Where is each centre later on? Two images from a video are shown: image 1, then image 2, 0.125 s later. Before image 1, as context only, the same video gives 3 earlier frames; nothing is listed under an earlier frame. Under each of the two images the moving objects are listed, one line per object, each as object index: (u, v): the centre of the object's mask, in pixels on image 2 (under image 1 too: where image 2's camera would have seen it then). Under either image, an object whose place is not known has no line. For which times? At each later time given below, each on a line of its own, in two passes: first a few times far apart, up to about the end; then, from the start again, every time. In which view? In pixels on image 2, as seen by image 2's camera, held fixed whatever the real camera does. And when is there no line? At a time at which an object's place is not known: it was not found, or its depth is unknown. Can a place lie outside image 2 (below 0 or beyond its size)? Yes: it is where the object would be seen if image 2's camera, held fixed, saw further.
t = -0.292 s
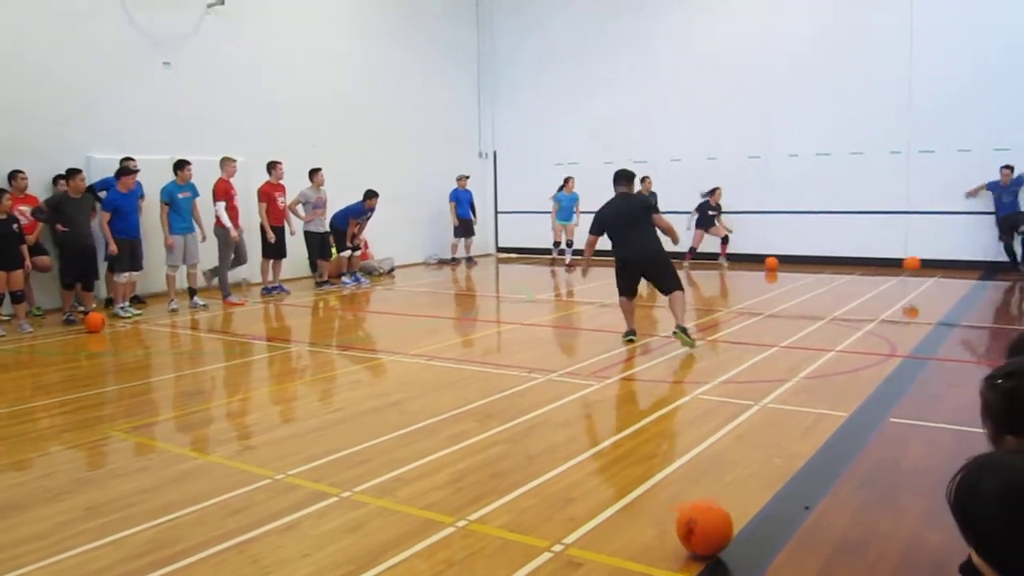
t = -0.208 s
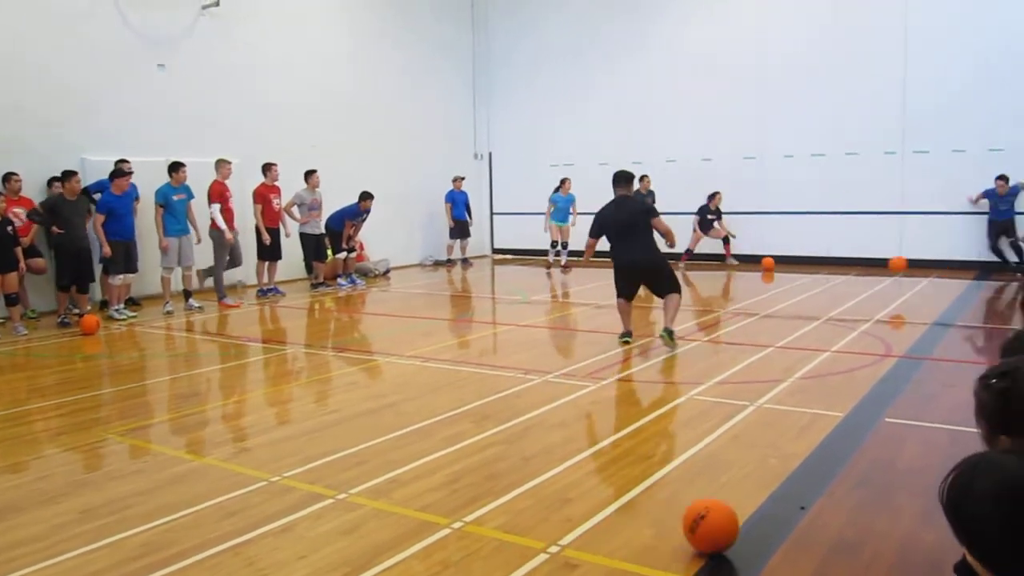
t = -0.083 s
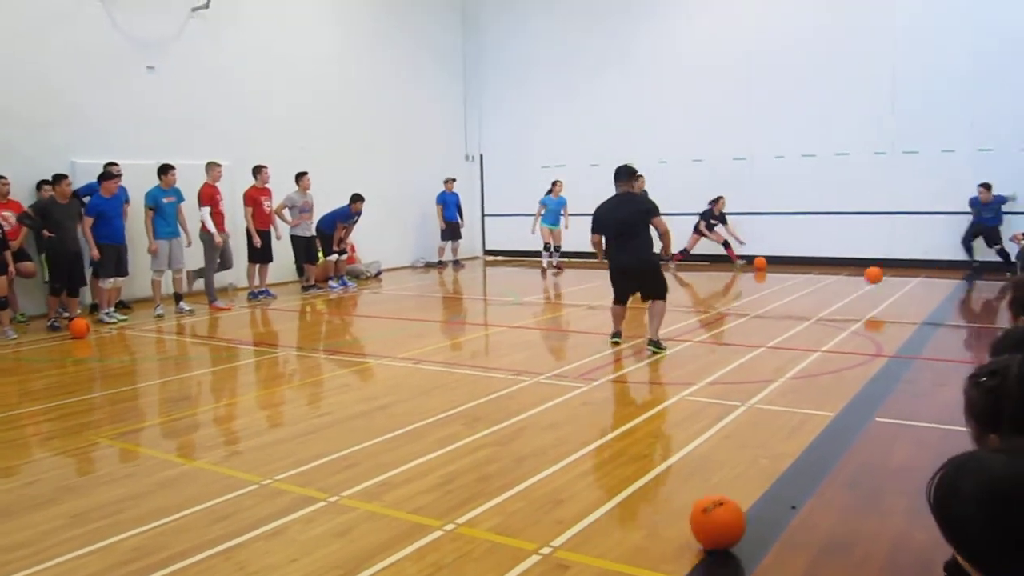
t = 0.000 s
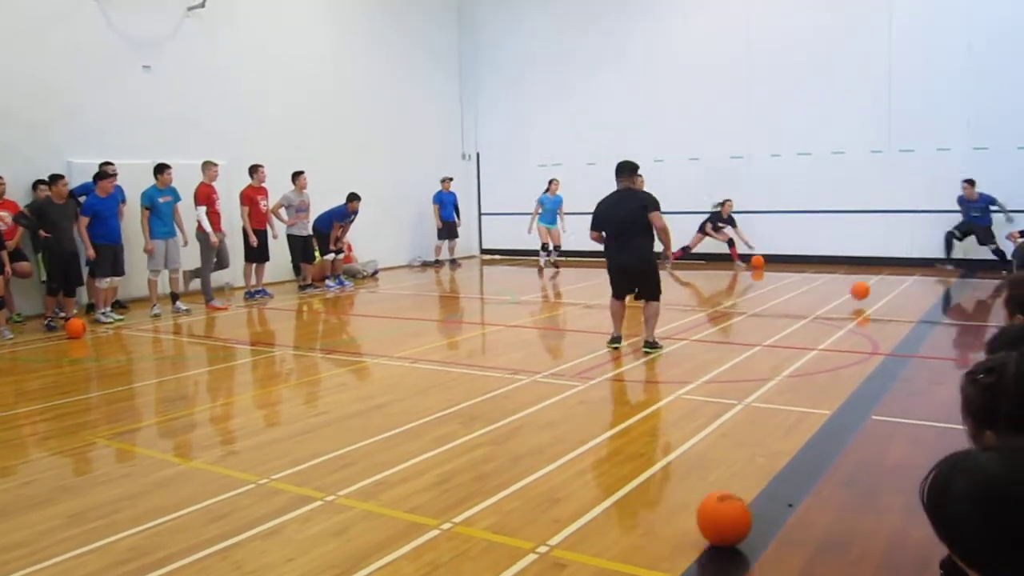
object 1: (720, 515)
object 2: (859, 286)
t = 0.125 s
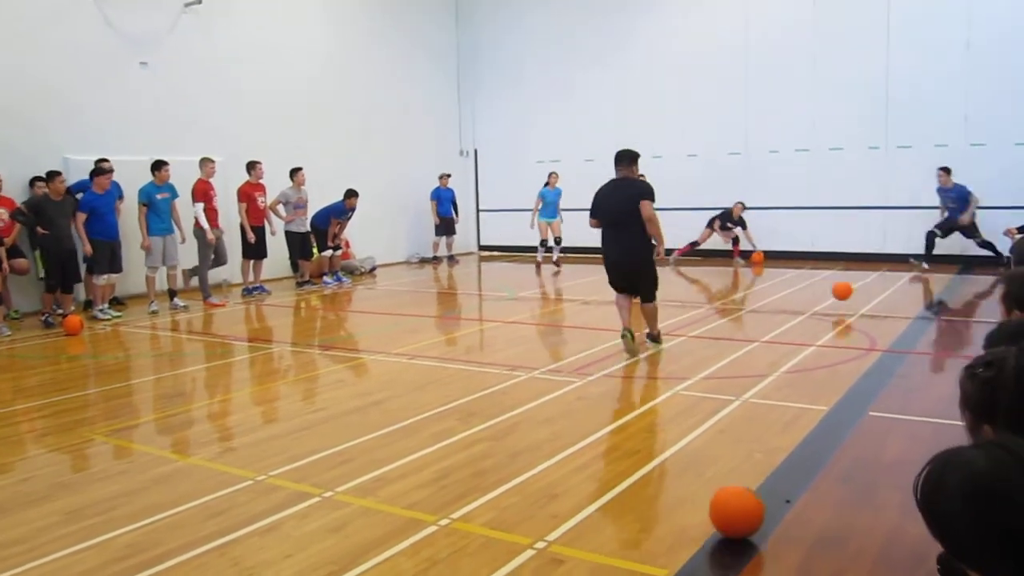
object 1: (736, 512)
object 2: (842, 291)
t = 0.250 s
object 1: (751, 508)
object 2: (824, 297)
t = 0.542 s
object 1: (782, 502)
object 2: (776, 328)
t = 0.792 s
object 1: (805, 497)
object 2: (720, 363)
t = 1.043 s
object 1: (828, 492)
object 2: (643, 409)
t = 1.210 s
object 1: (843, 490)
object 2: (575, 446)
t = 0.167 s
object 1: (744, 515)
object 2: (837, 291)
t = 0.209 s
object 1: (747, 510)
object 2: (830, 293)
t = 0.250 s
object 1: (751, 508)
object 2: (824, 297)
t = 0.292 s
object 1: (755, 507)
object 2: (817, 303)
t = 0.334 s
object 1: (760, 506)
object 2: (810, 313)
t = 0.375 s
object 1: (764, 505)
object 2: (803, 319)
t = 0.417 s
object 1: (769, 504)
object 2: (797, 318)
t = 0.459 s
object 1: (773, 504)
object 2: (791, 320)
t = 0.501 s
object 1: (777, 503)
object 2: (784, 323)
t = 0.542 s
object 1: (782, 502)
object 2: (776, 328)
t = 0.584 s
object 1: (786, 501)
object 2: (768, 336)
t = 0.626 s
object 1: (790, 500)
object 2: (758, 347)
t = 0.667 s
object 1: (793, 499)
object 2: (750, 348)
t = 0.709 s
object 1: (798, 499)
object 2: (741, 350)
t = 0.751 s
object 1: (802, 498)
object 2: (731, 355)
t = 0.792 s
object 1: (805, 497)
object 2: (720, 363)
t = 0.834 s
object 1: (809, 496)
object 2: (709, 374)
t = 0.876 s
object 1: (813, 496)
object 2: (698, 377)
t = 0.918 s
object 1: (817, 494)
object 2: (685, 381)
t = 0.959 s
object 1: (821, 494)
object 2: (673, 389)
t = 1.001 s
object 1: (825, 493)
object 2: (658, 401)
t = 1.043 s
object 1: (828, 492)
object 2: (643, 409)
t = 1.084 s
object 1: (833, 491)
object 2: (628, 415)
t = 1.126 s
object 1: (835, 491)
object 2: (612, 426)
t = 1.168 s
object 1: (839, 490)
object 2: (594, 436)
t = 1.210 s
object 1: (843, 490)
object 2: (575, 446)
